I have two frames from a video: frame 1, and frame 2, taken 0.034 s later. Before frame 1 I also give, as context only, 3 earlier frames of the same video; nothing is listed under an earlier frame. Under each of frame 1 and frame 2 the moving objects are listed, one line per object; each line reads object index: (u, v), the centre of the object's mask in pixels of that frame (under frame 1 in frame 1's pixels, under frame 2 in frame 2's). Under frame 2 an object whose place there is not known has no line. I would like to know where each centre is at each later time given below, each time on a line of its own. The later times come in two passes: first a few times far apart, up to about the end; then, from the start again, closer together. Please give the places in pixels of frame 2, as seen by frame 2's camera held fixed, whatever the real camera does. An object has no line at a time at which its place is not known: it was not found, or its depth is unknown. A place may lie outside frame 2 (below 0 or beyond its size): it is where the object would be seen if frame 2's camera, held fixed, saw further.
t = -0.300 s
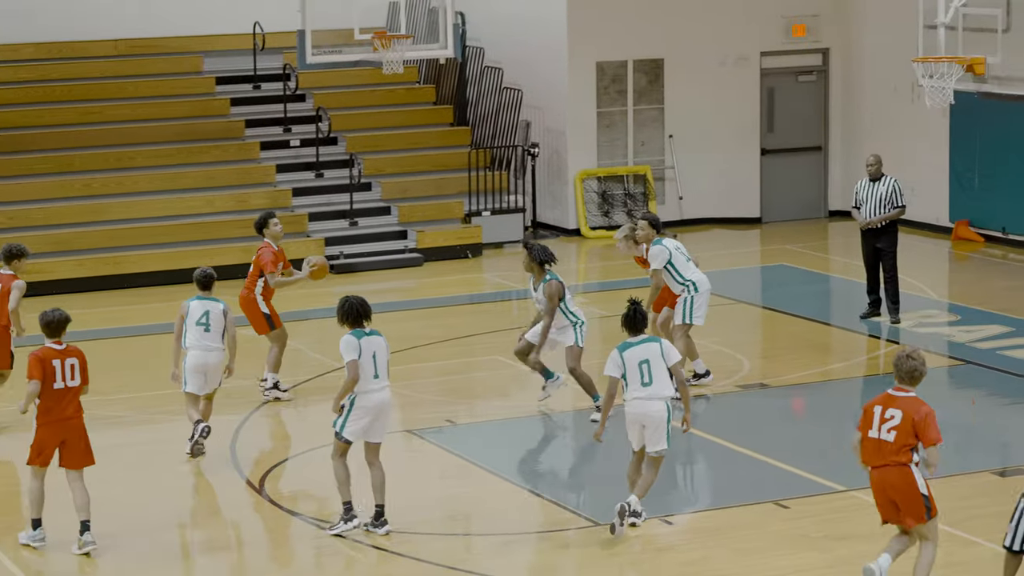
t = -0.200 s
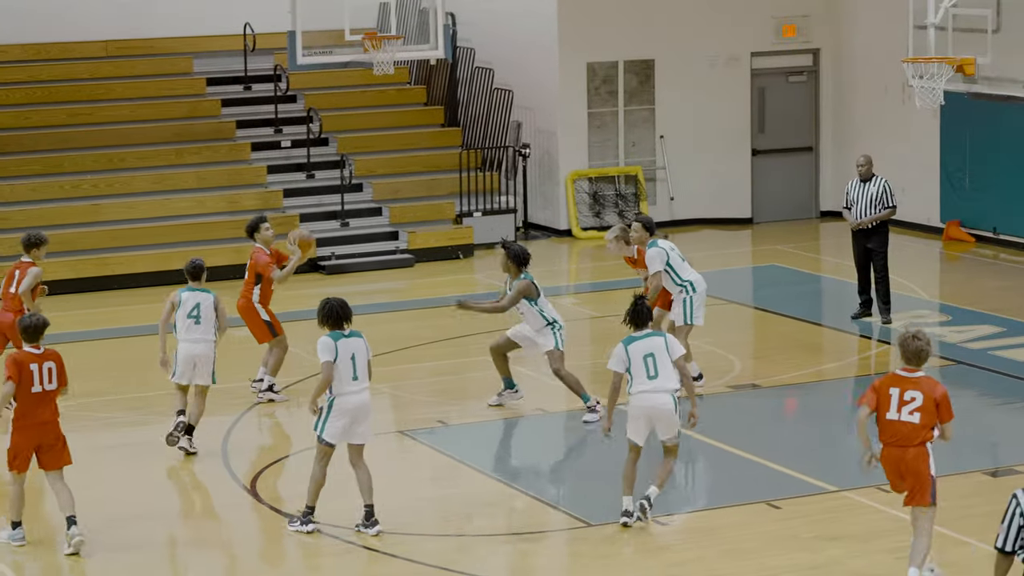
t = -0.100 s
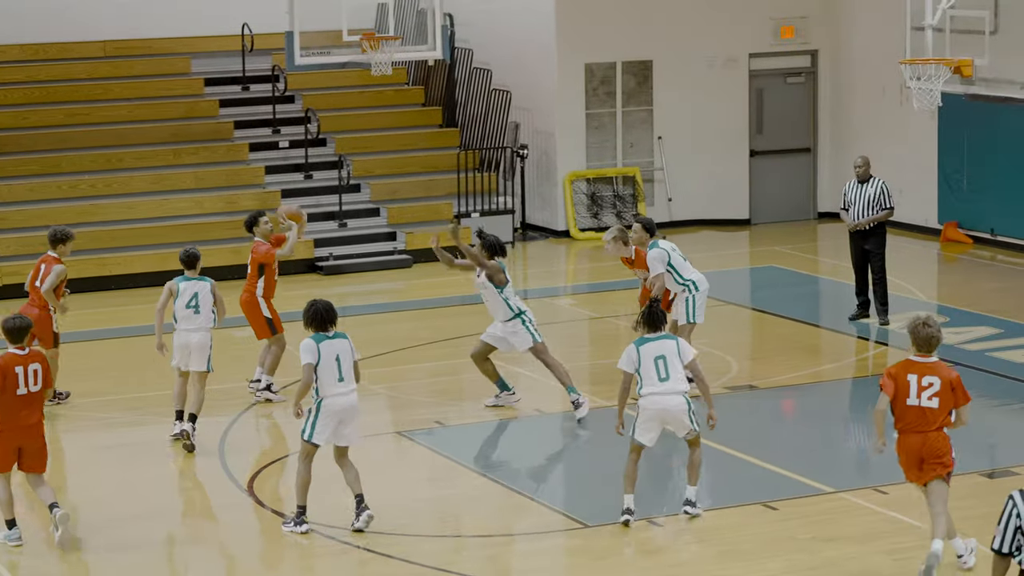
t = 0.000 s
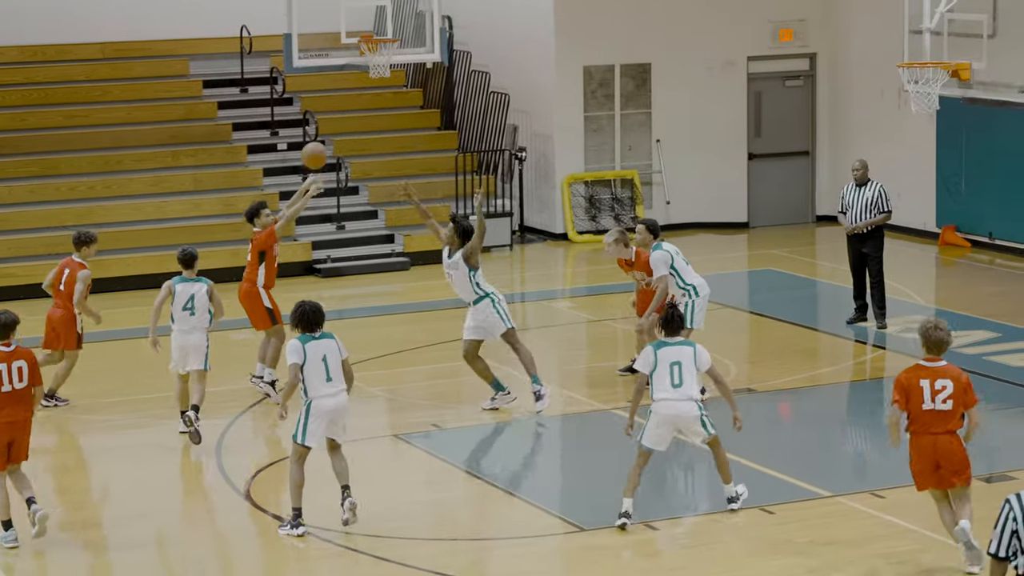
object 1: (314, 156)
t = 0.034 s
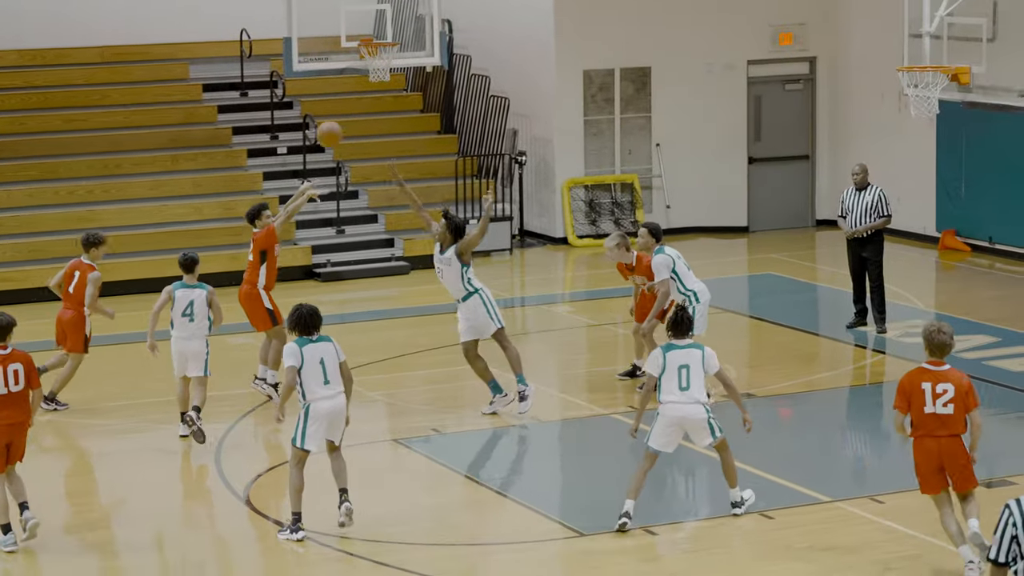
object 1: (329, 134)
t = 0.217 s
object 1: (414, 17)
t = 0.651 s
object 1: (622, -121)
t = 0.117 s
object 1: (368, 67)
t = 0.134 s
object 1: (377, 67)
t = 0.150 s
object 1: (383, 54)
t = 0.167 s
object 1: (390, 45)
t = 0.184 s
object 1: (398, 35)
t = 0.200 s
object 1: (405, 26)
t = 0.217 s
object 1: (414, 17)
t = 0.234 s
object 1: (422, 9)
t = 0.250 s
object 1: (431, 0)
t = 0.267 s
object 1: (438, -9)
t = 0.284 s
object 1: (446, -17)
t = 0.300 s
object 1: (455, -25)
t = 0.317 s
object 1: (463, -33)
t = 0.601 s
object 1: (598, -115)
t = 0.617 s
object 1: (606, -117)
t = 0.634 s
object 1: (614, -119)
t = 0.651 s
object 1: (622, -121)
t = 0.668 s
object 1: (630, -121)
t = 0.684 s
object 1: (639, -122)
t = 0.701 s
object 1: (648, -123)
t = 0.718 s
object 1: (656, -123)
